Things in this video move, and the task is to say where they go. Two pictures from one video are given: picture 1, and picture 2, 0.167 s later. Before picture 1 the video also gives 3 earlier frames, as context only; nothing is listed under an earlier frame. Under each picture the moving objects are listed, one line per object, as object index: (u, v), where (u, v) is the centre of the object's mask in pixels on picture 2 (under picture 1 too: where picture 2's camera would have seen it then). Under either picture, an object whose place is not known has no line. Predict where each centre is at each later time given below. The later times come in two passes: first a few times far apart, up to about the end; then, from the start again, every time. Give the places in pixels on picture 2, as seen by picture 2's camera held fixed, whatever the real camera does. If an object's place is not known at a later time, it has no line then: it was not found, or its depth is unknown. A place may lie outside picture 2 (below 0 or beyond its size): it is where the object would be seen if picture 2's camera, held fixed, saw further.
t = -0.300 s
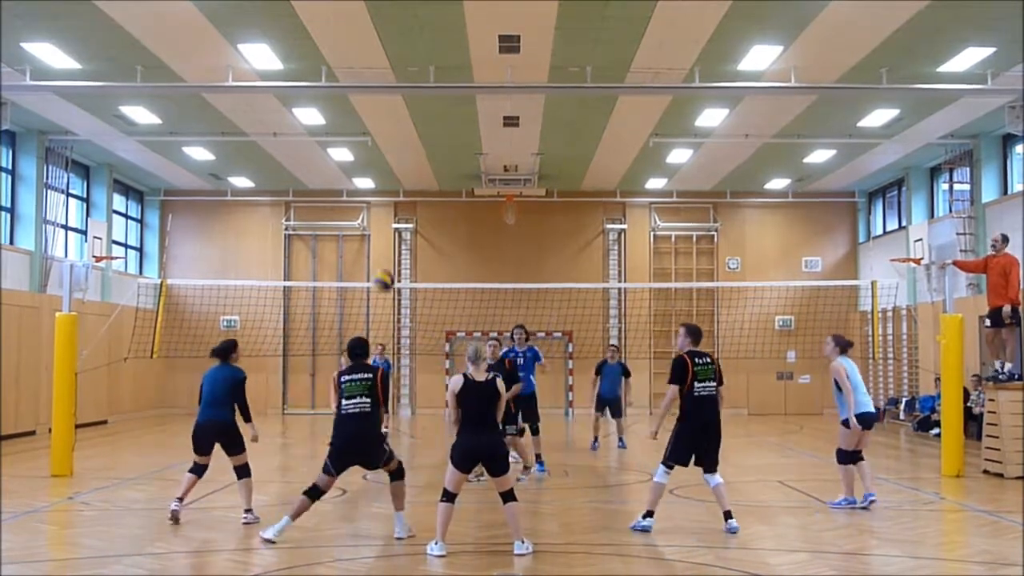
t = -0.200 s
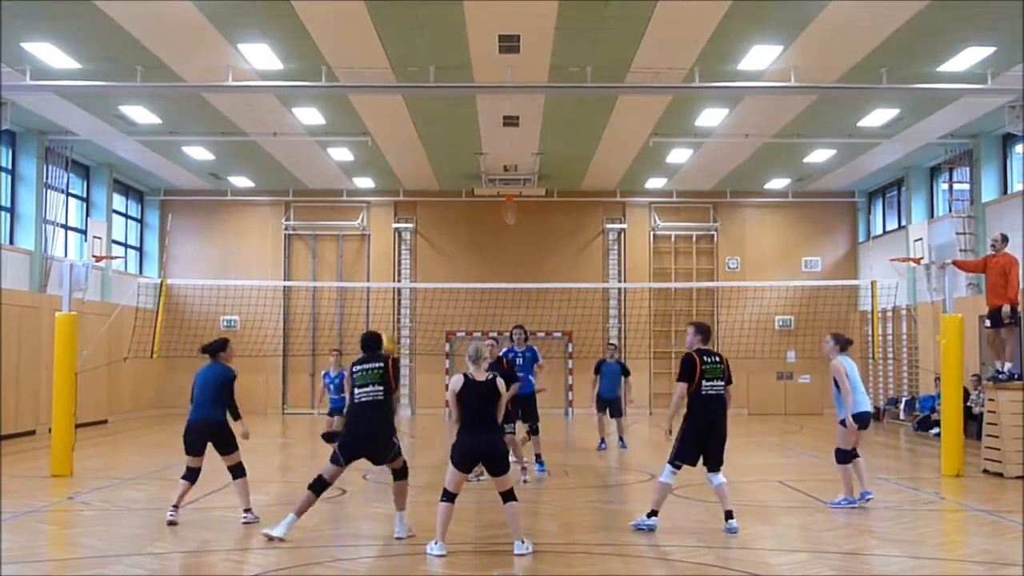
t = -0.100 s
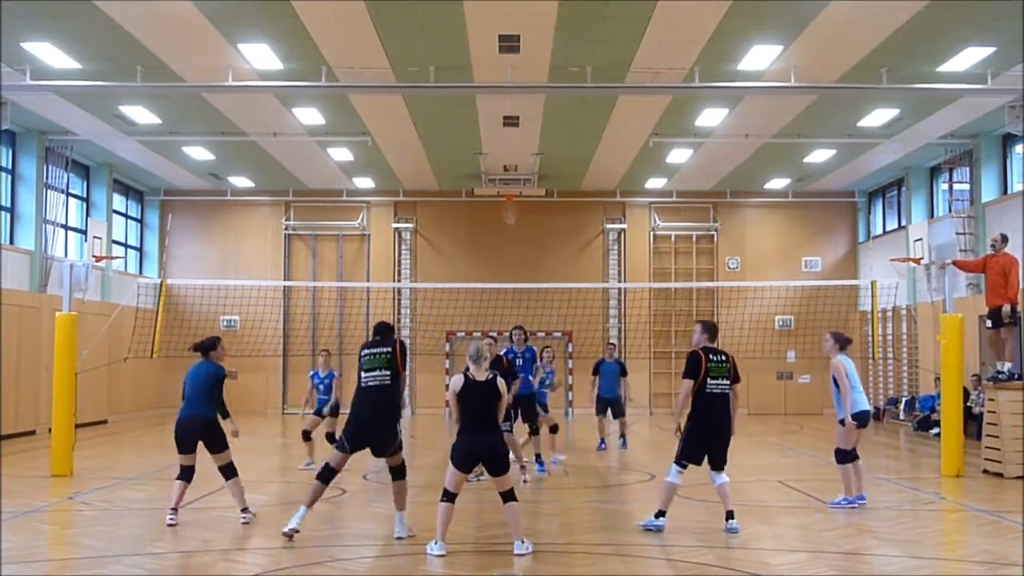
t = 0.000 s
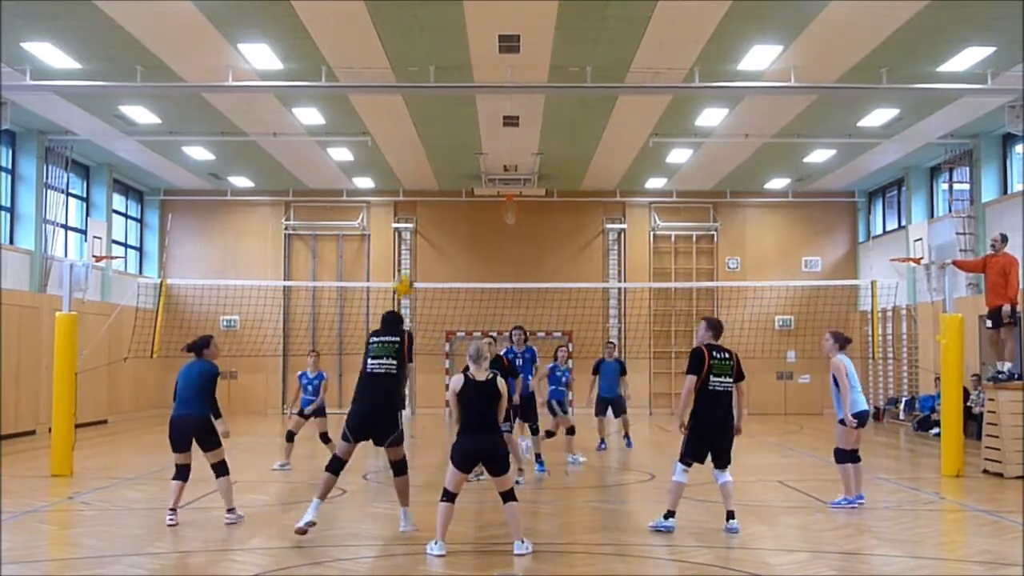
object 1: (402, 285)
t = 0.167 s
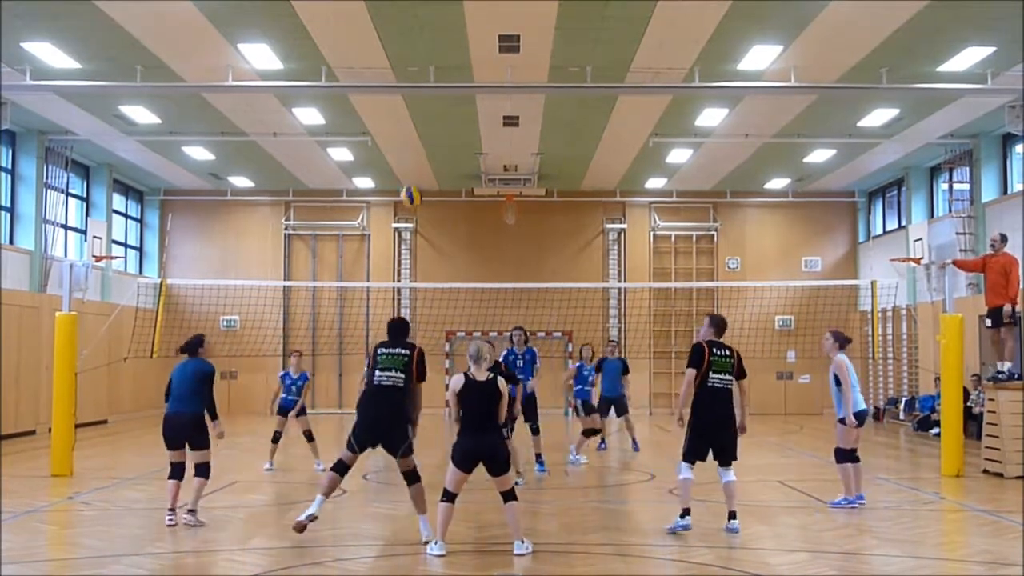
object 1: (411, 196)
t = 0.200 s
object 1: (413, 183)
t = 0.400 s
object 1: (421, 133)
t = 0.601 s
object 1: (428, 126)
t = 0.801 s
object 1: (436, 154)
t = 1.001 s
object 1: (442, 215)
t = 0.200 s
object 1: (413, 183)
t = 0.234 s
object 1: (416, 171)
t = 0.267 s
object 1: (418, 162)
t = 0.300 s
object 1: (419, 152)
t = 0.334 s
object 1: (419, 144)
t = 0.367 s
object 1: (419, 137)
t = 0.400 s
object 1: (421, 133)
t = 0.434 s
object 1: (422, 129)
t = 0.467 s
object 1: (422, 127)
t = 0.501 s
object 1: (425, 124)
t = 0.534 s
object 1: (426, 123)
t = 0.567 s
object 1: (427, 124)
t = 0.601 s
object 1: (428, 126)
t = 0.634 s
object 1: (429, 128)
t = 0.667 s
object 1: (431, 130)
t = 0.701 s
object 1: (432, 134)
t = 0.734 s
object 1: (433, 140)
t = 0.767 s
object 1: (434, 146)
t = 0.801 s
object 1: (436, 154)
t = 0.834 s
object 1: (437, 163)
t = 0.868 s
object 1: (438, 170)
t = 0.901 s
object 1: (439, 181)
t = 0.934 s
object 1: (440, 192)
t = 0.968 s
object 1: (440, 203)
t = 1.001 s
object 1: (442, 215)
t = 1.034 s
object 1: (443, 228)
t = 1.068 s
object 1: (443, 243)
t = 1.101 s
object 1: (444, 257)
